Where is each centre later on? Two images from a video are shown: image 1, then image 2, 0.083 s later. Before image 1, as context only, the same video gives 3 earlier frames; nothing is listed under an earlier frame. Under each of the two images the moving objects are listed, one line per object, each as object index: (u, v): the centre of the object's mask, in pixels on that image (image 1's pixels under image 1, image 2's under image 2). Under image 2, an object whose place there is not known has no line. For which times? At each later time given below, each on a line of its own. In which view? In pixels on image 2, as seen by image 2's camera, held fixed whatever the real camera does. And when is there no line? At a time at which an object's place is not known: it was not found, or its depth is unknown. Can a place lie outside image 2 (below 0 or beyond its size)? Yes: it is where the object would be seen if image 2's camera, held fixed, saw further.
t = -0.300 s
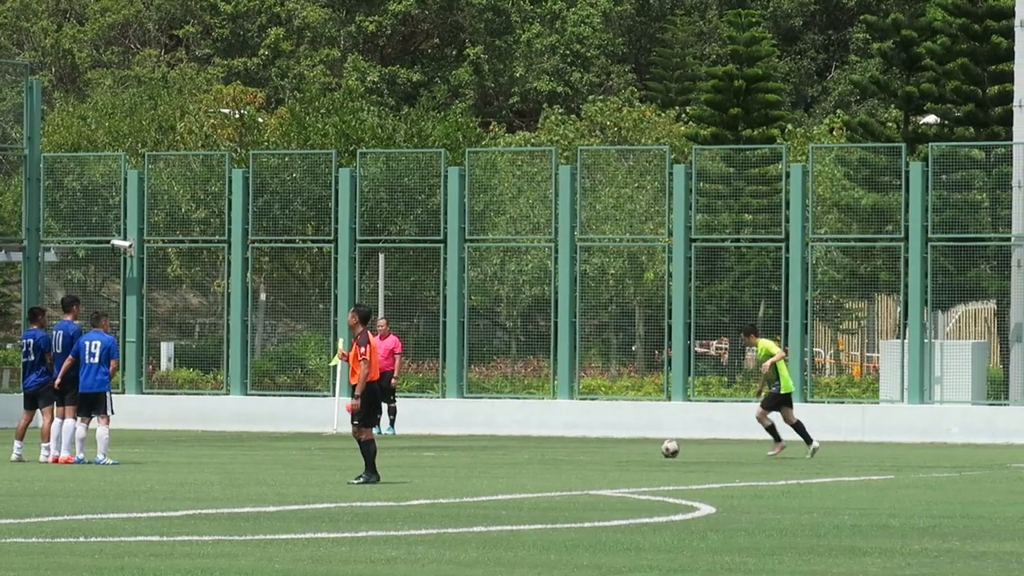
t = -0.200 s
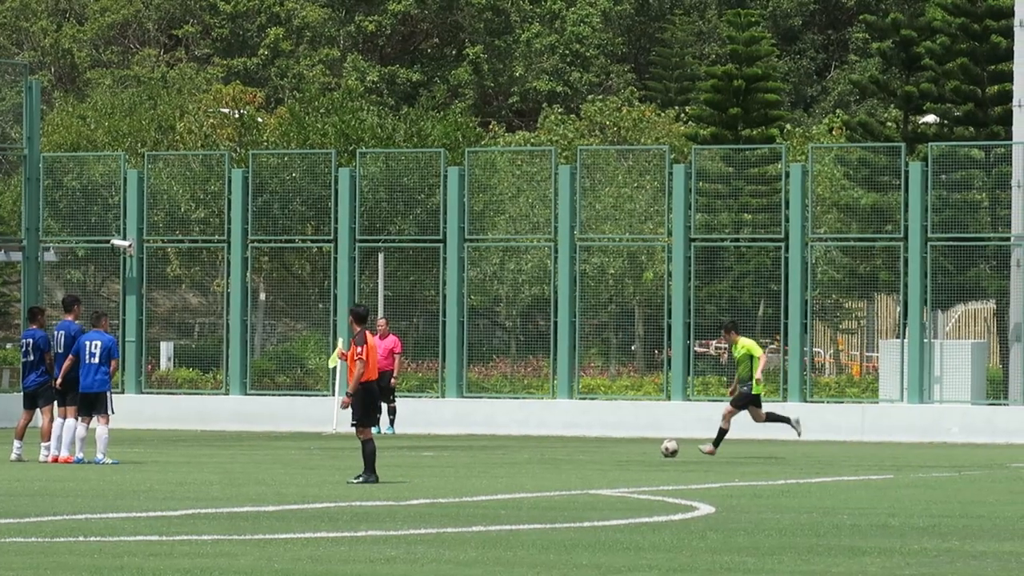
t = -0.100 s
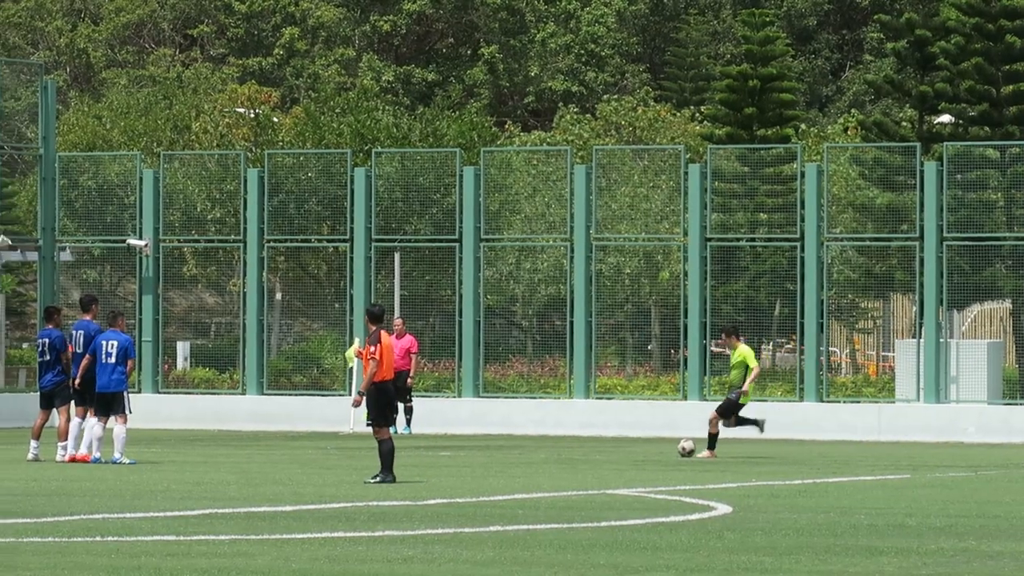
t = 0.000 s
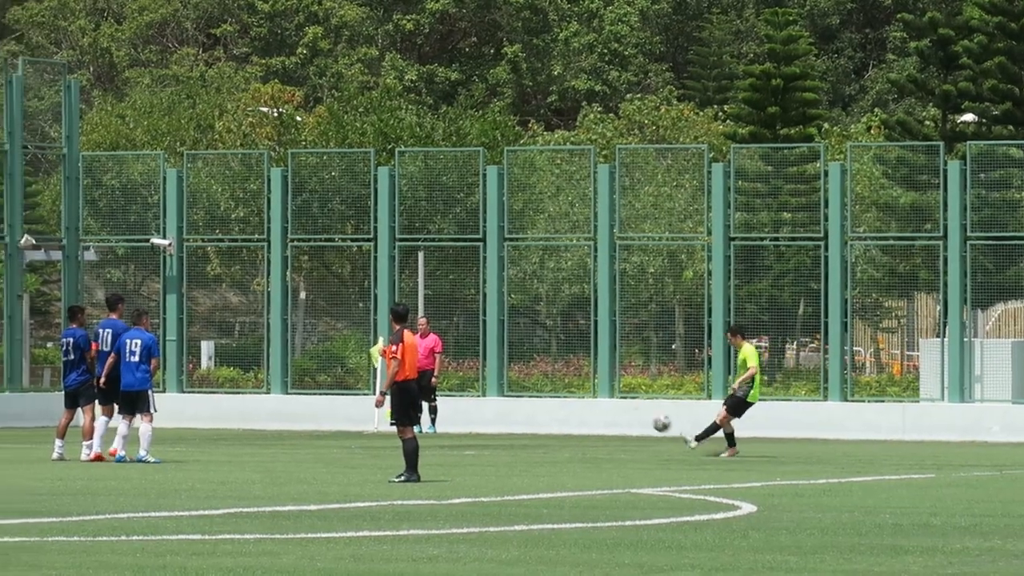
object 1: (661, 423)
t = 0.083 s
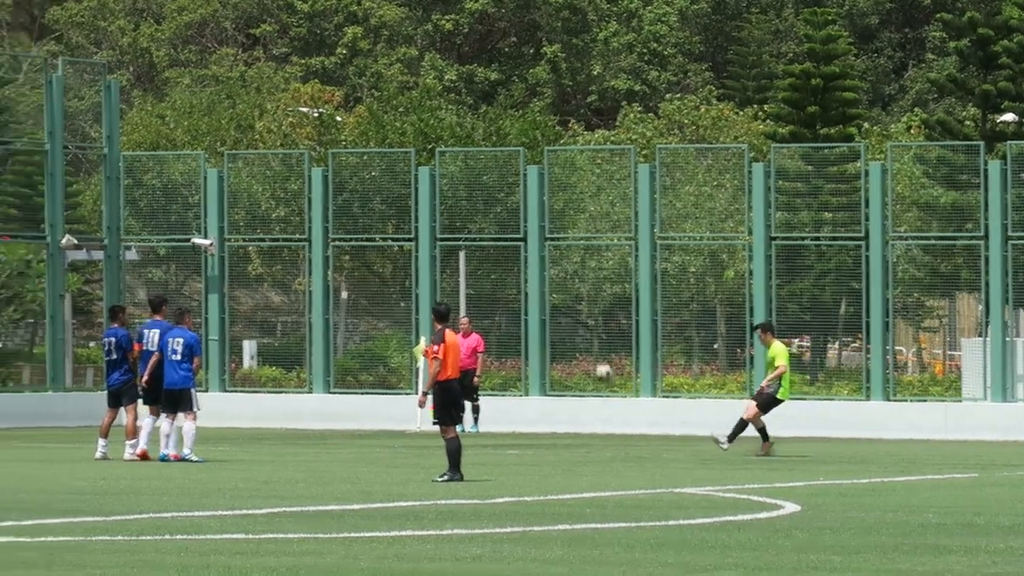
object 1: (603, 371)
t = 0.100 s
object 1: (583, 362)
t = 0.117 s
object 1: (562, 353)
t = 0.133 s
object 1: (544, 345)
